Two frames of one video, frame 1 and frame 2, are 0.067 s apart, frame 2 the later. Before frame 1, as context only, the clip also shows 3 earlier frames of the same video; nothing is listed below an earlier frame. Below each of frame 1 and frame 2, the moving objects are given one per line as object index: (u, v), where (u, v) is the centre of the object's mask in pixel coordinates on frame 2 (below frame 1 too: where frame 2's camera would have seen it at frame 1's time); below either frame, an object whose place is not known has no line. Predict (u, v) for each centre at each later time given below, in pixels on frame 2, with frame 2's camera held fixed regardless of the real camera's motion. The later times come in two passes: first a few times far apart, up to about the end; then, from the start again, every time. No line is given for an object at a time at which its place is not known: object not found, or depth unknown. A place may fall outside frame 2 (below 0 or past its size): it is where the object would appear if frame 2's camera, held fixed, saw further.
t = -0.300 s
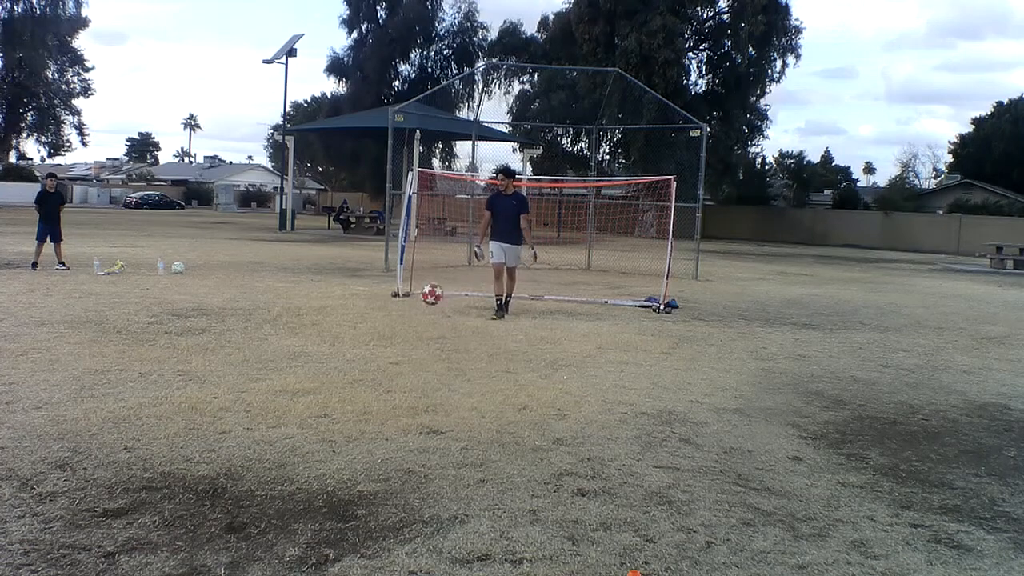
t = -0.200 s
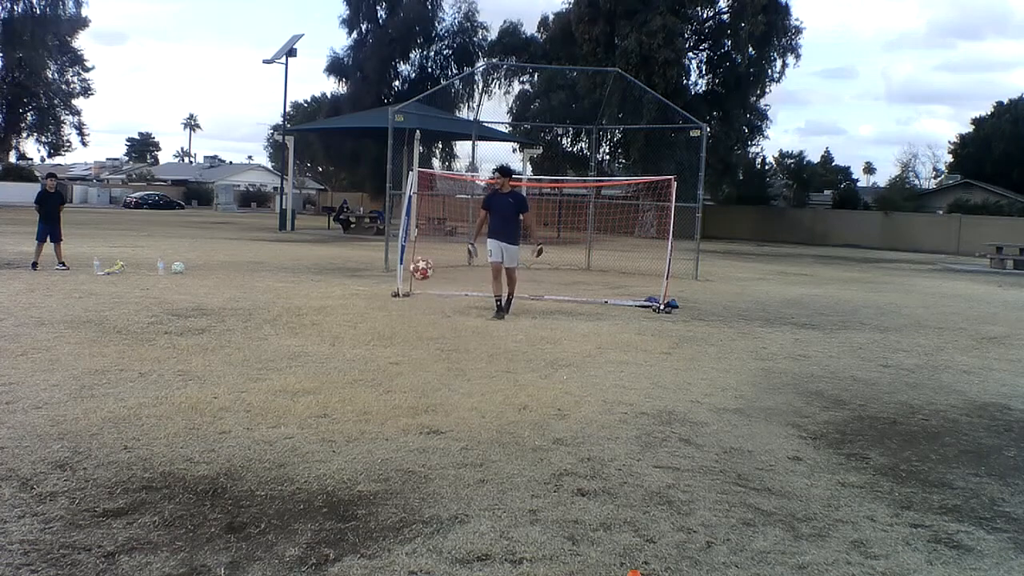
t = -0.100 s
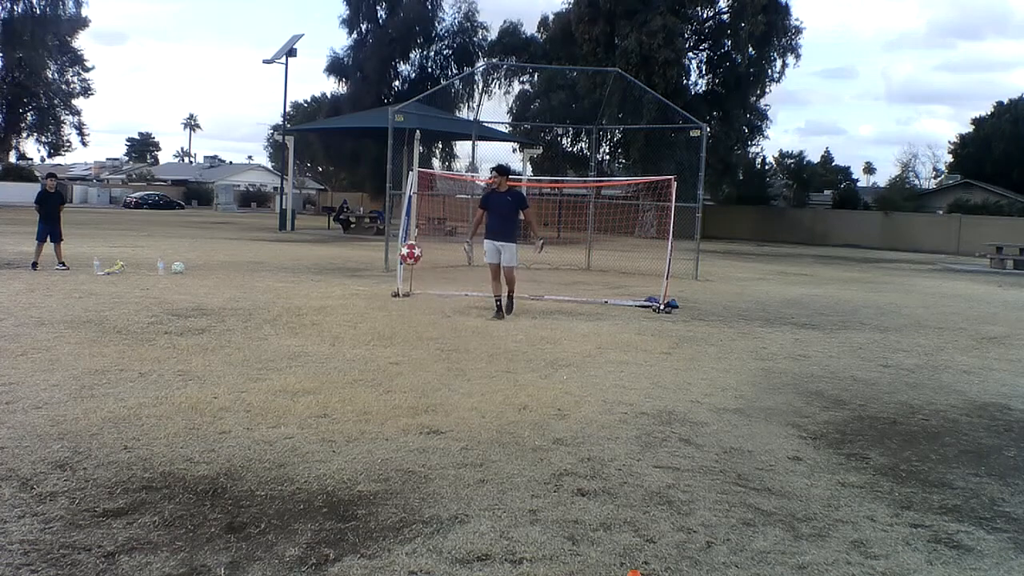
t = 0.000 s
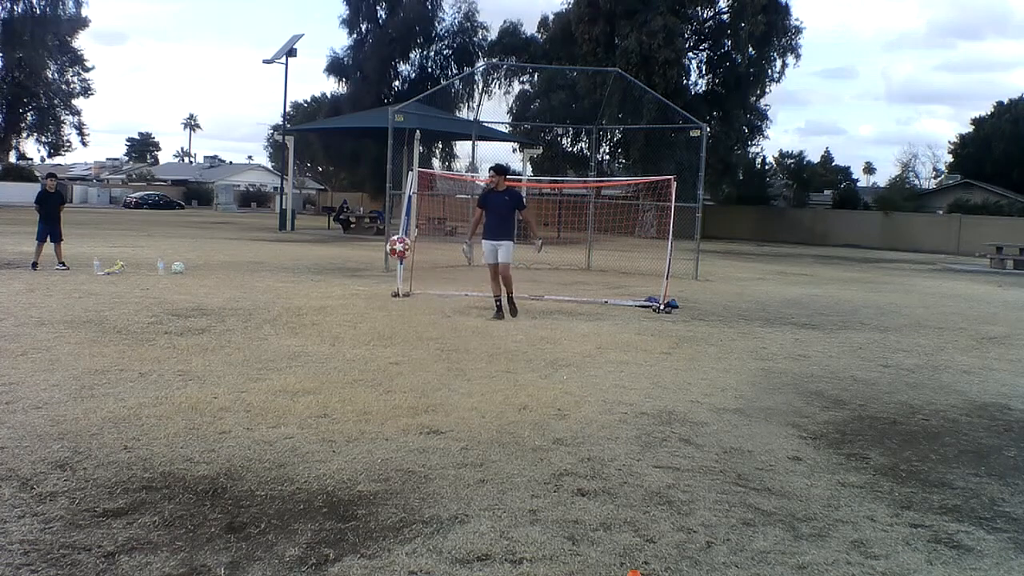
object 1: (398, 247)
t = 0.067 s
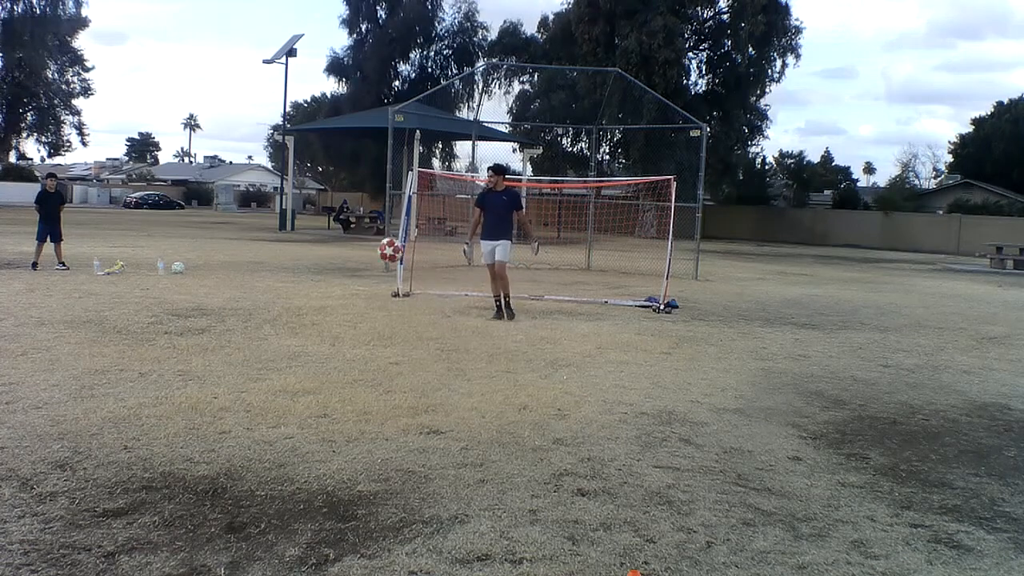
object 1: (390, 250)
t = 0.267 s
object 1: (363, 290)
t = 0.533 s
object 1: (325, 320)
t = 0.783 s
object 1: (286, 309)
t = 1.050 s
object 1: (236, 376)
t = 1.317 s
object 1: (172, 372)
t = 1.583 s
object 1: (99, 406)
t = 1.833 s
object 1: (19, 445)
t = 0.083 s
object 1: (388, 252)
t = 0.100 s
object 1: (386, 254)
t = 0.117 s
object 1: (384, 256)
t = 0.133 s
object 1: (382, 257)
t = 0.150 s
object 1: (379, 261)
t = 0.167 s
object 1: (377, 264)
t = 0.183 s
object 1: (375, 267)
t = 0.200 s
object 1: (373, 271)
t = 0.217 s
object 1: (370, 275)
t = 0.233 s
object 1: (368, 280)
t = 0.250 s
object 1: (365, 284)
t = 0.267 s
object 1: (363, 290)
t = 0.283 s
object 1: (360, 296)
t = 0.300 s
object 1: (358, 301)
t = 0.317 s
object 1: (355, 308)
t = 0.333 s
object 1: (353, 315)
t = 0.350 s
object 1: (350, 322)
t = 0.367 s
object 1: (348, 330)
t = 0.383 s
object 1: (345, 338)
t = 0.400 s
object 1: (343, 346)
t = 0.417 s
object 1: (340, 350)
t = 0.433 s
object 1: (337, 345)
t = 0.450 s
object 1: (336, 340)
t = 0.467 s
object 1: (334, 335)
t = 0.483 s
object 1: (331, 331)
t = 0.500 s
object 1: (329, 327)
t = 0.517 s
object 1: (327, 324)
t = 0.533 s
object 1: (325, 320)
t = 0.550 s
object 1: (322, 317)
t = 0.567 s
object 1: (320, 314)
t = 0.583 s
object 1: (318, 311)
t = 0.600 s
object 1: (315, 309)
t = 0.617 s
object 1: (313, 307)
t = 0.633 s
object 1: (311, 305)
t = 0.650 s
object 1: (308, 304)
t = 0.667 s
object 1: (306, 303)
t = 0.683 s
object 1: (302, 303)
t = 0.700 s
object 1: (300, 303)
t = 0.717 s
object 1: (297, 303)
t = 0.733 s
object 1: (295, 304)
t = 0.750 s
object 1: (292, 305)
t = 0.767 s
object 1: (289, 307)
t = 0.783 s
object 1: (286, 309)
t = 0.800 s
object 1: (283, 311)
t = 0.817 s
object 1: (281, 314)
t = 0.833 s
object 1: (278, 317)
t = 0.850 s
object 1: (275, 320)
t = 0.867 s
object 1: (272, 324)
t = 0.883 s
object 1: (269, 328)
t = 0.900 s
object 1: (266, 334)
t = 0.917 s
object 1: (263, 339)
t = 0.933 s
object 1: (260, 344)
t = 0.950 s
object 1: (256, 351)
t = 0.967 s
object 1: (253, 358)
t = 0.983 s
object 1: (250, 366)
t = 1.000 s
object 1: (246, 373)
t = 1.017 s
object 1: (242, 381)
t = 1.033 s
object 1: (240, 380)
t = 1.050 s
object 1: (236, 376)
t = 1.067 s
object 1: (232, 372)
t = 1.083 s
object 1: (229, 369)
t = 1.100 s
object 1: (225, 367)
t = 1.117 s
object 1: (221, 365)
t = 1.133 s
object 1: (217, 362)
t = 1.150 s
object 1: (214, 361)
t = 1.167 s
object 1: (210, 360)
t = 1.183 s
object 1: (206, 359)
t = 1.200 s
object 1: (202, 359)
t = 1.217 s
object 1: (197, 360)
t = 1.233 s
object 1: (193, 361)
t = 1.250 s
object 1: (189, 362)
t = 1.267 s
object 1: (185, 364)
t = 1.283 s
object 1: (180, 366)
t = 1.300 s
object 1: (176, 369)
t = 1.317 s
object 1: (172, 372)
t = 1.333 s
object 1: (167, 376)
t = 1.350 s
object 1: (163, 380)
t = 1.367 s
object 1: (158, 385)
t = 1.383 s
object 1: (154, 390)
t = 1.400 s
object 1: (149, 396)
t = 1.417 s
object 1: (145, 402)
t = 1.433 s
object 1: (139, 409)
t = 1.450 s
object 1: (135, 409)
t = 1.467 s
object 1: (131, 407)
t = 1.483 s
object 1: (126, 406)
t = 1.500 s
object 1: (121, 404)
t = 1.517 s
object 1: (117, 404)
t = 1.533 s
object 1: (113, 403)
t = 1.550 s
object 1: (108, 404)
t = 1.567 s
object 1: (104, 405)
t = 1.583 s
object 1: (99, 406)
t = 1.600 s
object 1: (94, 408)
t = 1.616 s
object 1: (89, 411)
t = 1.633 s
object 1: (85, 413)
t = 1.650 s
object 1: (80, 417)
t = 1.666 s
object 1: (75, 421)
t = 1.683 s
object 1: (70, 425)
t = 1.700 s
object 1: (65, 430)
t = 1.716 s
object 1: (59, 433)
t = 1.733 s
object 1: (53, 433)
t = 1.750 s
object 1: (47, 434)
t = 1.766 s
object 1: (41, 436)
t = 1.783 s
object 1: (35, 437)
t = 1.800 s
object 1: (29, 439)
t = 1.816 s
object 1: (23, 442)
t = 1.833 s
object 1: (19, 445)
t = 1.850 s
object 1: (16, 447)
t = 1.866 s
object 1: (12, 449)
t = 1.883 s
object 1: (10, 450)
